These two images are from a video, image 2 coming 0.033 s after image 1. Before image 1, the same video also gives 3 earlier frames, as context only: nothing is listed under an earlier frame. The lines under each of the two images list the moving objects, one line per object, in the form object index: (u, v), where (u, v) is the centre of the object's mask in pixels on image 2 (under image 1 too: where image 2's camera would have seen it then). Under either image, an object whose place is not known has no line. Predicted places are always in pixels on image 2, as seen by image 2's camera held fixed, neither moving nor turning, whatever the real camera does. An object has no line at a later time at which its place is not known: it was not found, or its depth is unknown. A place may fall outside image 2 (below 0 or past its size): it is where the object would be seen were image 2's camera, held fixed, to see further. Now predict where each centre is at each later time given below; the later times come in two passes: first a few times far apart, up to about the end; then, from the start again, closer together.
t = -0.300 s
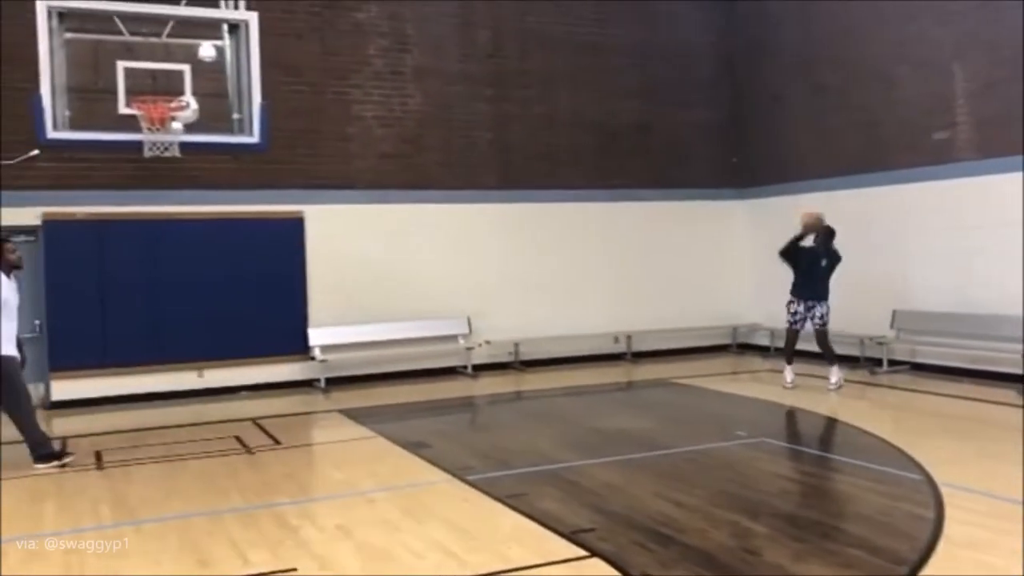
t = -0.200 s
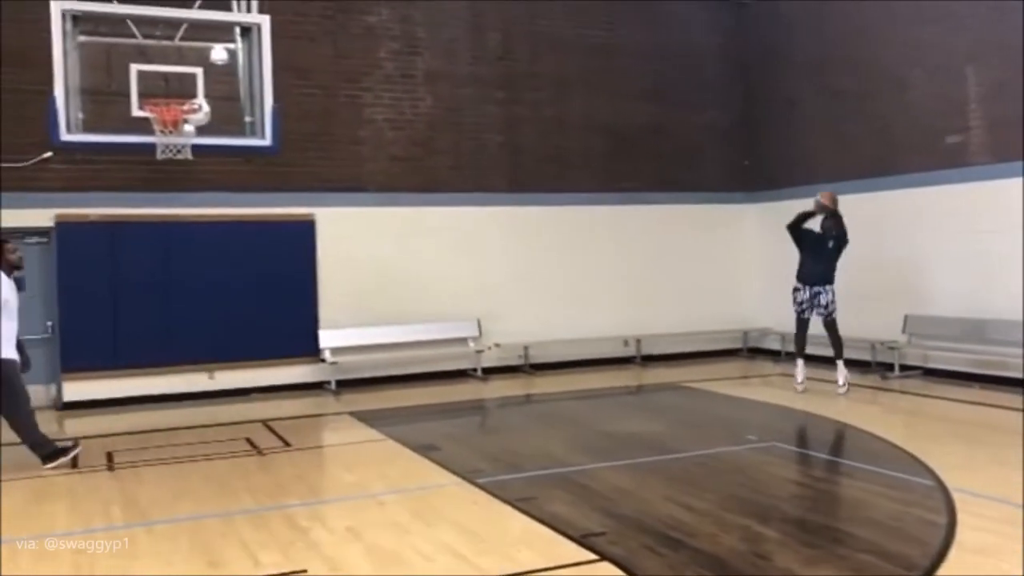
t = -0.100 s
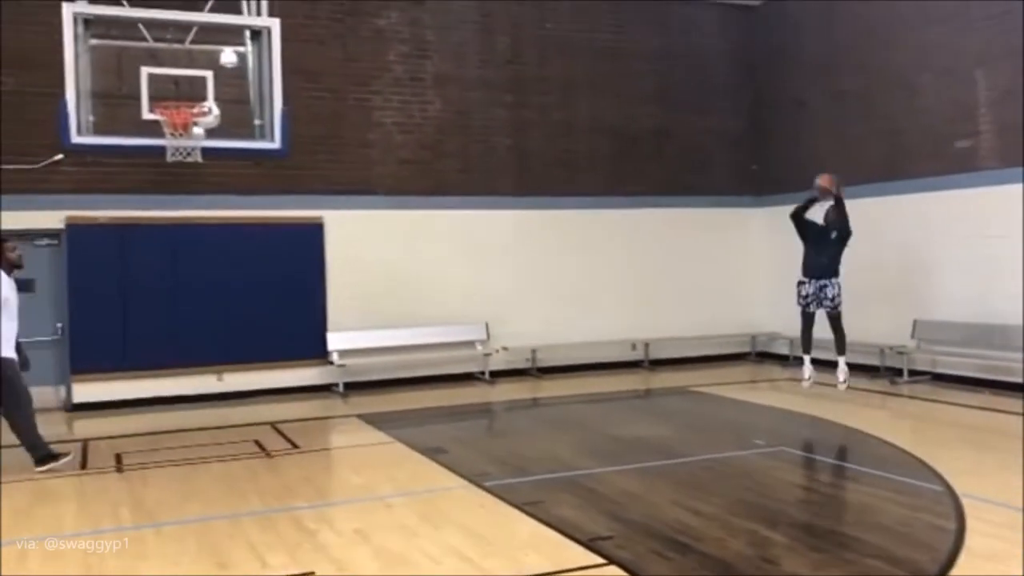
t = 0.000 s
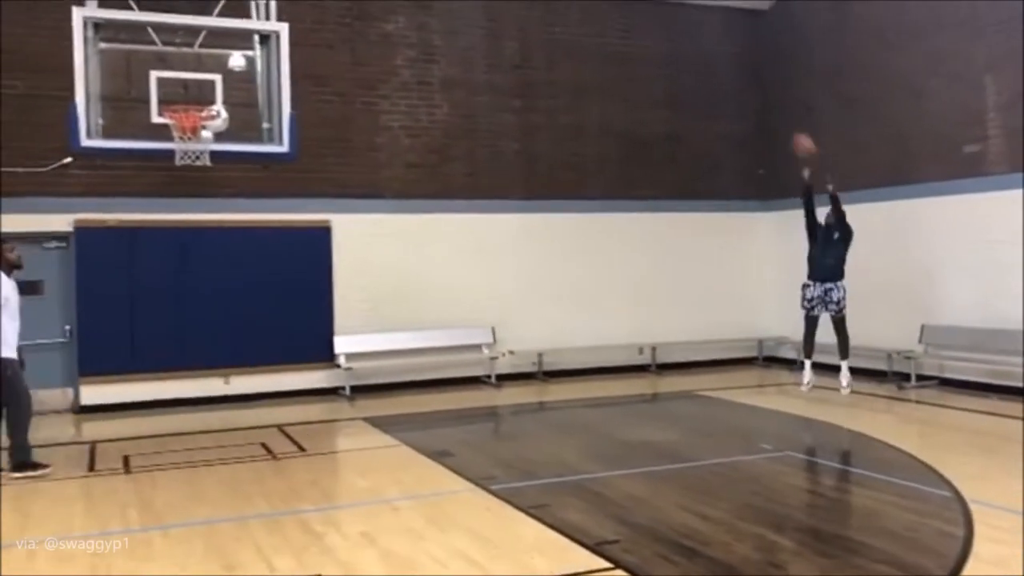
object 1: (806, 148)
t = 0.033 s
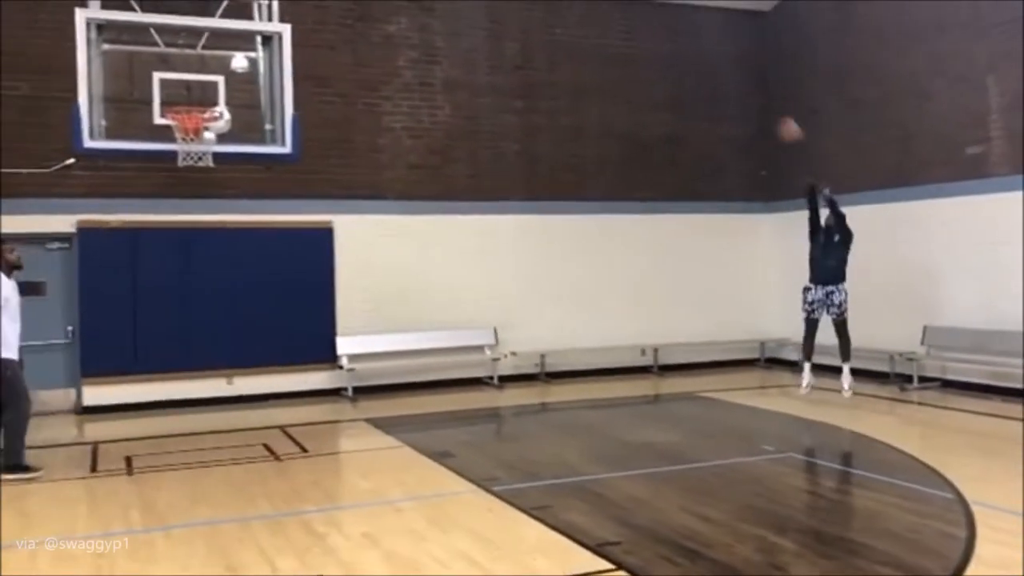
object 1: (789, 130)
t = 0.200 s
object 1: (705, 56)
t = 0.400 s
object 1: (600, -5)
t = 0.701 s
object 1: (432, -15)
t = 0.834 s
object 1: (354, 2)
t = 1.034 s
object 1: (229, 77)
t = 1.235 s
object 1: (208, 185)
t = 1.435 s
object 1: (253, 328)
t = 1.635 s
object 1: (299, 405)
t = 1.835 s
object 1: (355, 305)
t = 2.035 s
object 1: (409, 249)
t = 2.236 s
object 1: (462, 237)
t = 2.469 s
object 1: (521, 274)
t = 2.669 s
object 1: (575, 347)
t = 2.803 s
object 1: (605, 415)
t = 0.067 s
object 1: (774, 113)
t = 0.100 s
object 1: (756, 97)
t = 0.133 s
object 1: (740, 84)
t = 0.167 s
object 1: (723, 70)
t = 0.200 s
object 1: (705, 56)
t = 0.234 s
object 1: (689, 44)
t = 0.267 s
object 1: (671, 34)
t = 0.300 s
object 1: (654, 24)
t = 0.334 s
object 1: (636, 14)
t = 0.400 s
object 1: (600, -5)
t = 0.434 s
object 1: (579, -7)
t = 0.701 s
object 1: (432, -15)
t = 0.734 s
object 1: (414, -15)
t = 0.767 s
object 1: (393, -9)
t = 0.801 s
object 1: (374, -3)
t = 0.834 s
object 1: (354, 2)
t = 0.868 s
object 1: (335, 11)
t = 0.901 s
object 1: (315, 22)
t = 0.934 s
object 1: (295, 32)
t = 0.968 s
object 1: (273, 46)
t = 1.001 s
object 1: (252, 61)
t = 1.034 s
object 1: (229, 77)
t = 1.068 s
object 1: (204, 94)
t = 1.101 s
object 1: (188, 104)
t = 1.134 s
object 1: (181, 129)
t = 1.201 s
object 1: (201, 171)
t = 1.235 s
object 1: (208, 185)
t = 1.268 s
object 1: (215, 205)
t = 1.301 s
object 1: (224, 232)
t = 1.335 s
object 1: (232, 254)
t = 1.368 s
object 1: (238, 278)
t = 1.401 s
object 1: (246, 303)
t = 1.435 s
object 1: (253, 328)
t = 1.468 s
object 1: (262, 357)
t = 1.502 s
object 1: (268, 389)
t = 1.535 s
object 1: (274, 415)
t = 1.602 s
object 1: (291, 426)
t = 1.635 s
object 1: (299, 405)
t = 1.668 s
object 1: (309, 384)
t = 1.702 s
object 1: (318, 365)
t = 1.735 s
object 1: (327, 350)
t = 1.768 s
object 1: (336, 331)
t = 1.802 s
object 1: (344, 317)
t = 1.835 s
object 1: (355, 305)
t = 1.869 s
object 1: (363, 292)
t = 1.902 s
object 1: (372, 280)
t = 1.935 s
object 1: (382, 271)
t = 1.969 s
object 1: (391, 263)
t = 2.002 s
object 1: (399, 255)
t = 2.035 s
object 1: (409, 249)
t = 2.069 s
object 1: (417, 245)
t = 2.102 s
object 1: (426, 240)
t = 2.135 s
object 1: (435, 238)
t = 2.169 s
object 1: (444, 237)
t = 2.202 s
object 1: (453, 237)
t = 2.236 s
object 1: (462, 237)
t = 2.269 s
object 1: (470, 239)
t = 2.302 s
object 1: (479, 242)
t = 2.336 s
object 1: (488, 247)
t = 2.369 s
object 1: (496, 252)
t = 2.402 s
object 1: (505, 258)
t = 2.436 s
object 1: (513, 266)
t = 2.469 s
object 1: (521, 274)
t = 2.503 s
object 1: (530, 283)
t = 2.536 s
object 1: (539, 294)
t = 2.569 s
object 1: (552, 306)
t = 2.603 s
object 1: (556, 318)
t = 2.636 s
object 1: (564, 332)
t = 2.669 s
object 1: (575, 347)
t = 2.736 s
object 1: (588, 379)
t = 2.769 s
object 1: (596, 399)
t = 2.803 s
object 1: (605, 415)
